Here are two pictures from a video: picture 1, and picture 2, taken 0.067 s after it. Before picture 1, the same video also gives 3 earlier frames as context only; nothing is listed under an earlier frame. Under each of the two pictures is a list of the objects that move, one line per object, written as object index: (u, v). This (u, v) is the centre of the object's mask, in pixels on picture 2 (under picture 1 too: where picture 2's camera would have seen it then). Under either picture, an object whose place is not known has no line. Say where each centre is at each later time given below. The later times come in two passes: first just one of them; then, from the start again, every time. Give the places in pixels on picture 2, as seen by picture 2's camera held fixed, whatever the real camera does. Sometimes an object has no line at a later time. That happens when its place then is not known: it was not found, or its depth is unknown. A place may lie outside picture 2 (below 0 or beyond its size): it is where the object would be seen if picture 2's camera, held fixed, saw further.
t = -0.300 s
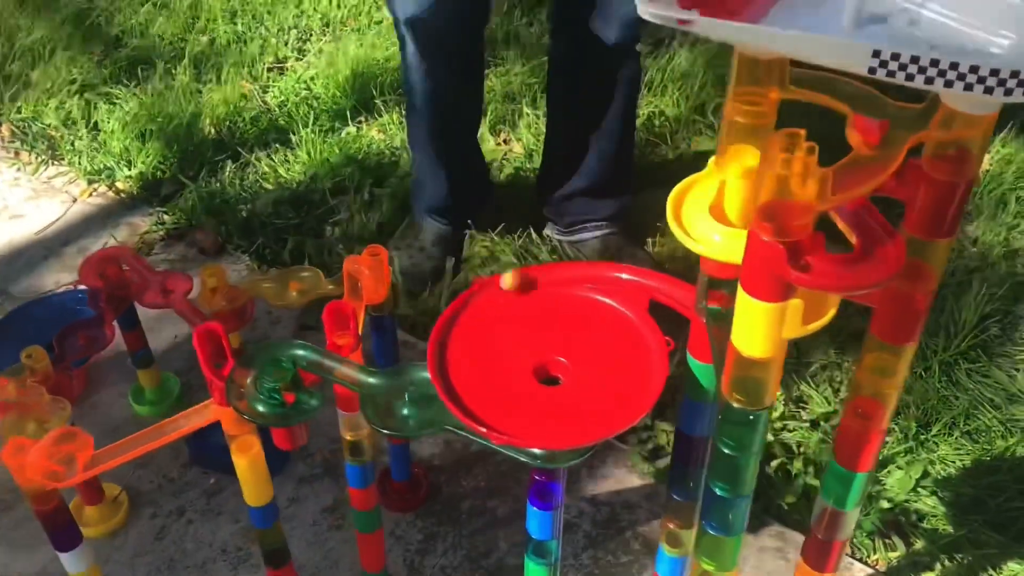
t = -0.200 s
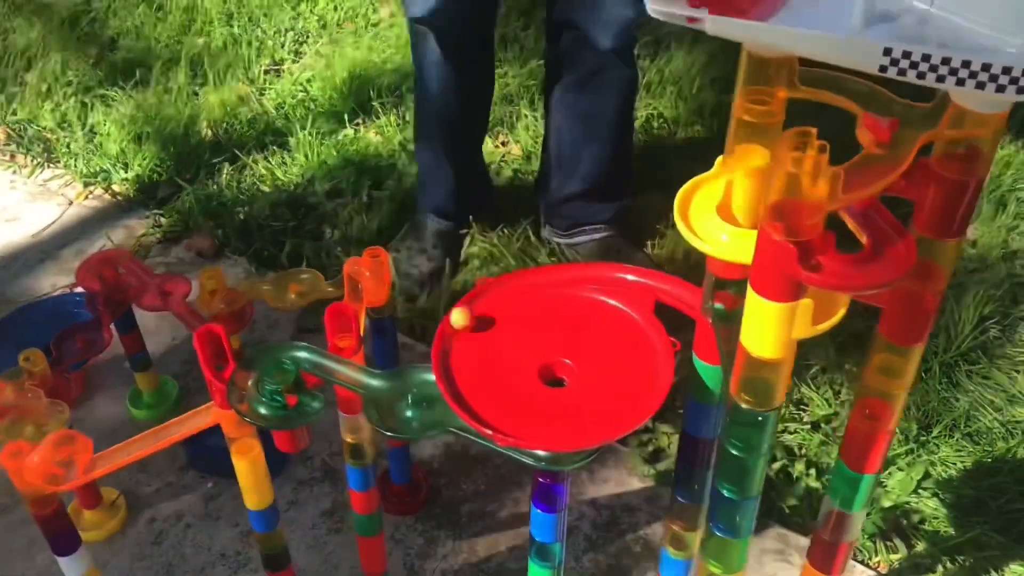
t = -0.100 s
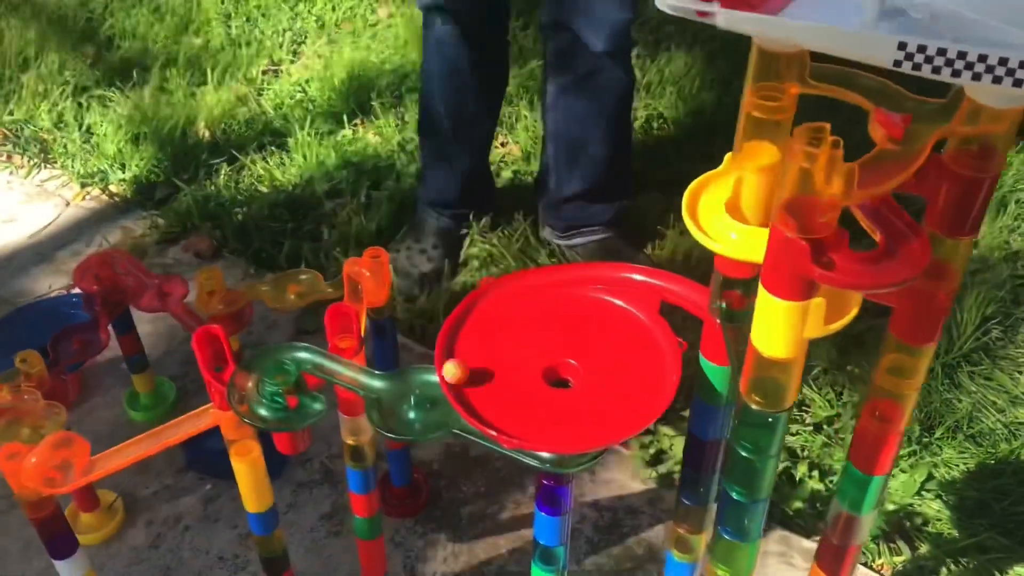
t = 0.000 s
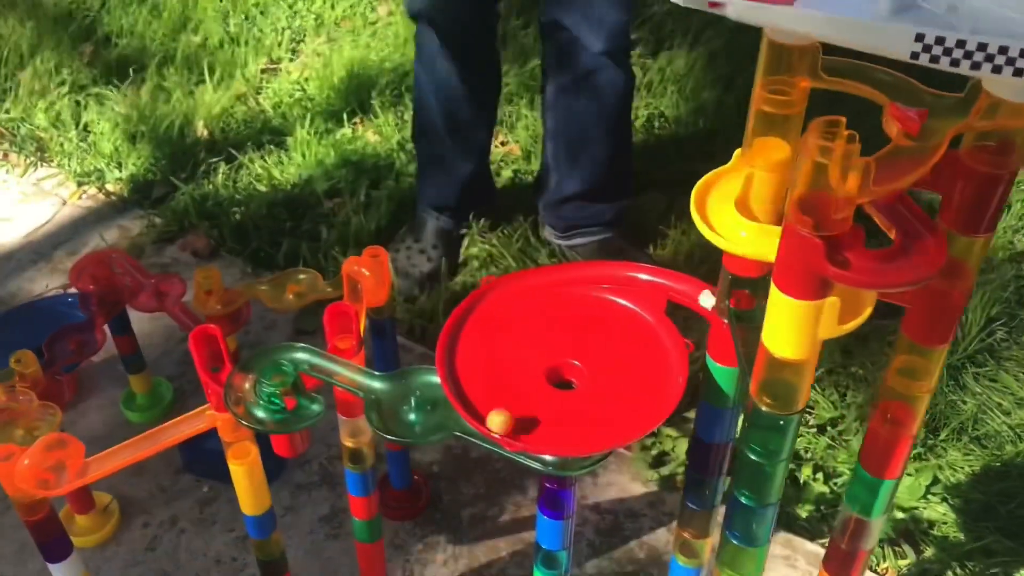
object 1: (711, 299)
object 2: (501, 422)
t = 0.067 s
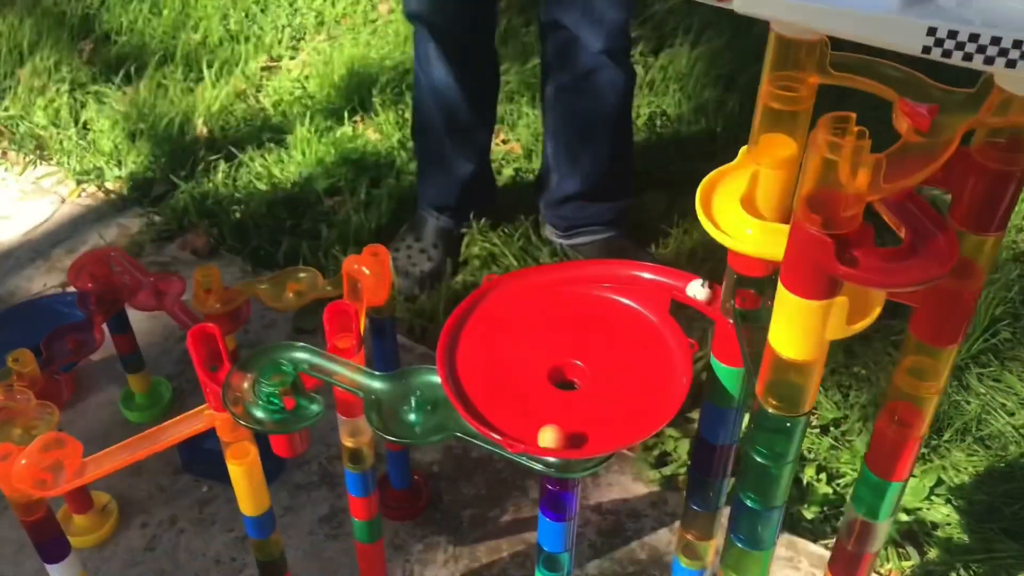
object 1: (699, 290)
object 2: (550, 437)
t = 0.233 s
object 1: (621, 270)
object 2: (659, 403)
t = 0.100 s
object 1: (689, 285)
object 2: (577, 438)
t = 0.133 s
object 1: (675, 280)
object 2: (601, 435)
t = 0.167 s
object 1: (658, 276)
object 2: (624, 427)
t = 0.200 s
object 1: (643, 274)
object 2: (644, 416)
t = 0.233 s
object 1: (621, 270)
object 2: (659, 403)
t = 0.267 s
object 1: (599, 270)
